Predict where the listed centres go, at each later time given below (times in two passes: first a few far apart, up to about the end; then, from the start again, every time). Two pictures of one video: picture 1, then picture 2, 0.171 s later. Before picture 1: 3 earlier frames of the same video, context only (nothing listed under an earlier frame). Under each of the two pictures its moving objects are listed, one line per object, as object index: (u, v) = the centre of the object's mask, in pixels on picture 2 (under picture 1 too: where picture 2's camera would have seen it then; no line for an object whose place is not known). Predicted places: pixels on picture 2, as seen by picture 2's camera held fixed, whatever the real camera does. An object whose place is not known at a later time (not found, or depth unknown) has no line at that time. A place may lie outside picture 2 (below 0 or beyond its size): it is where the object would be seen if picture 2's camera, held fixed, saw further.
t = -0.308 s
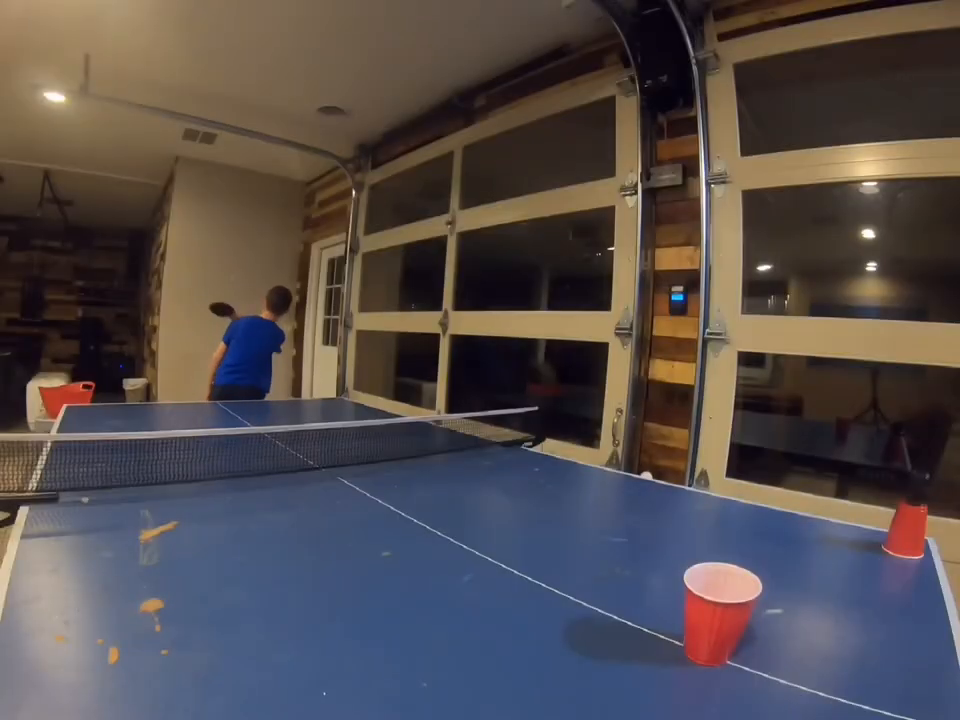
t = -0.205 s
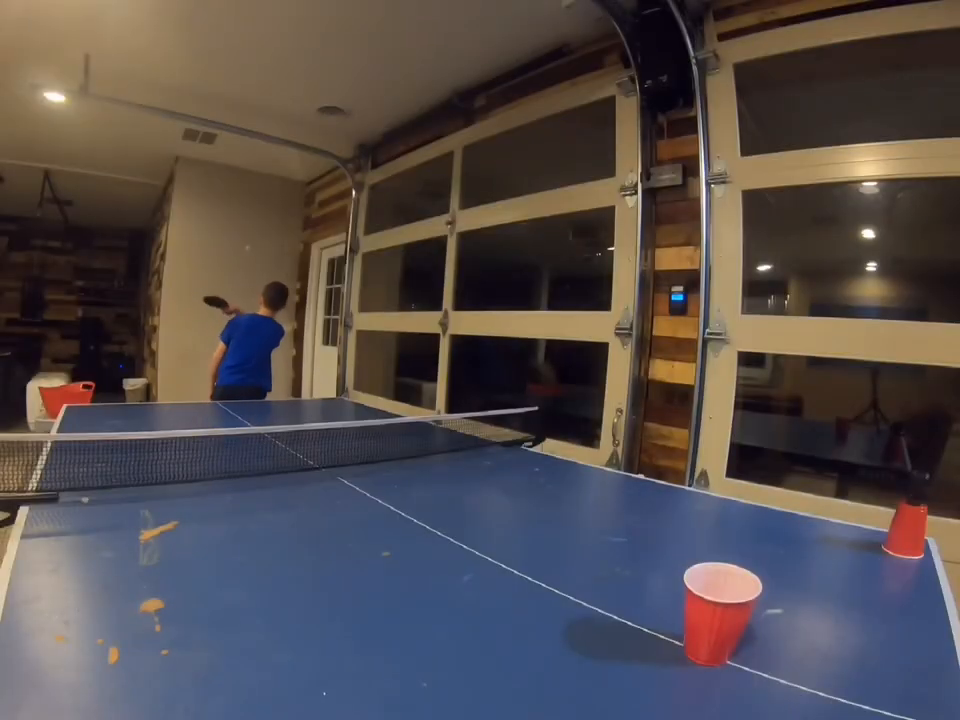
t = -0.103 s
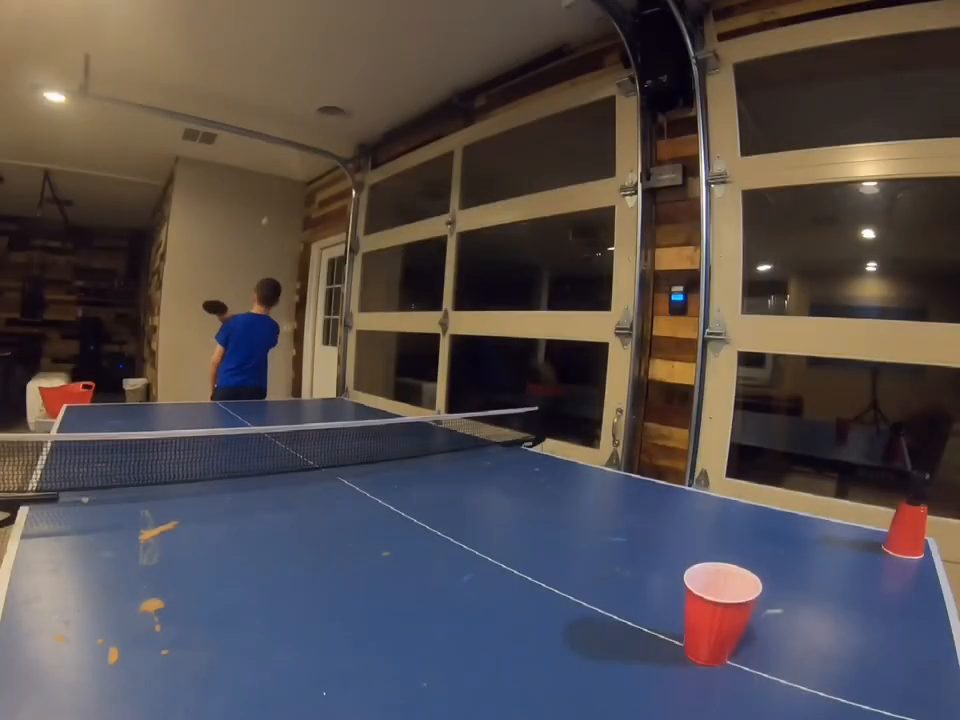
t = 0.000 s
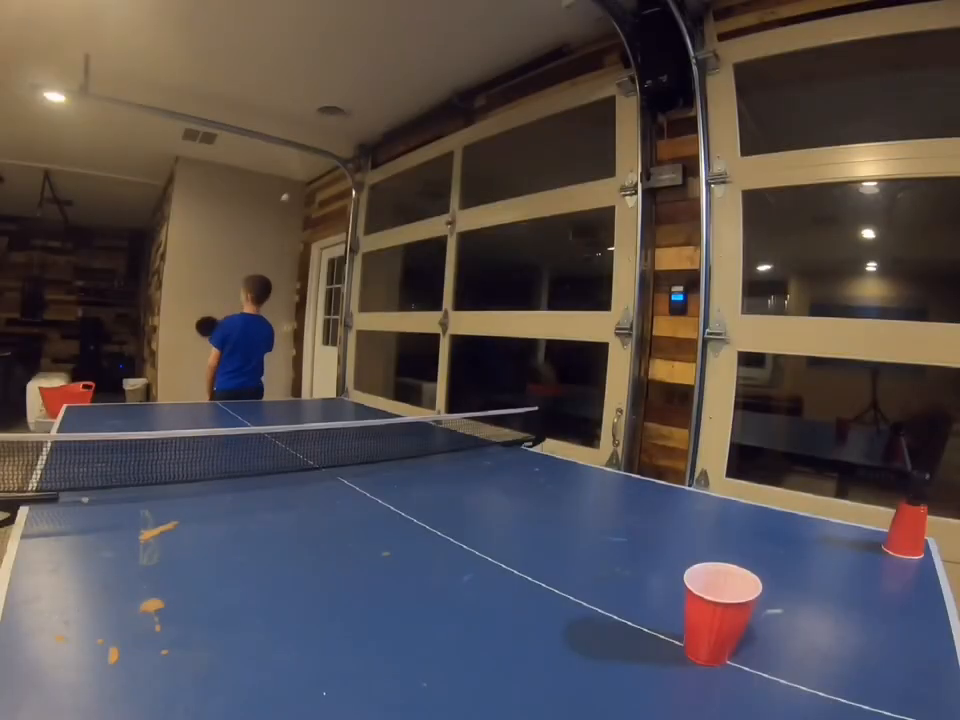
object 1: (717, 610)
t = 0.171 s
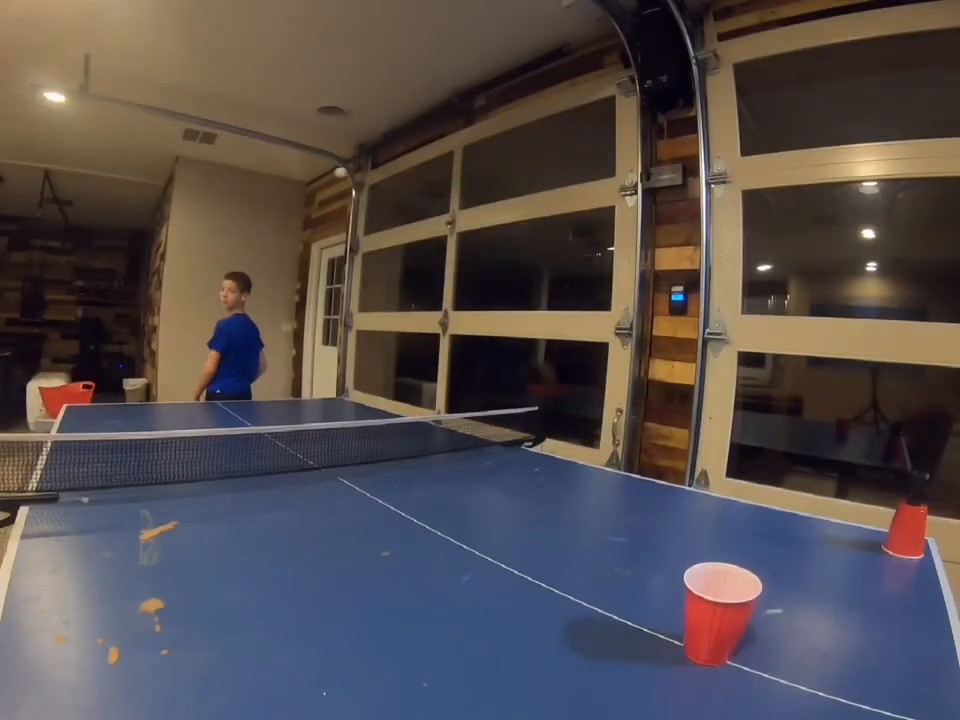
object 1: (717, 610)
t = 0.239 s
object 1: (717, 610)
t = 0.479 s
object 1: (717, 610)
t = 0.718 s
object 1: (693, 604)
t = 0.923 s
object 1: (718, 613)
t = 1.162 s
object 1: (719, 613)
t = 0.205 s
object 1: (717, 610)
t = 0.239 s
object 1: (717, 610)
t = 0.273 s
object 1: (717, 610)
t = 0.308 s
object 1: (717, 610)
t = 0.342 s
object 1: (717, 610)
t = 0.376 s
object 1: (717, 610)
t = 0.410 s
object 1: (717, 610)
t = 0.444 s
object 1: (717, 610)
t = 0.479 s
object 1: (717, 610)
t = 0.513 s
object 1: (717, 610)
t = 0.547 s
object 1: (723, 610)
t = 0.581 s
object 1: (724, 608)
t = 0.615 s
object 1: (710, 602)
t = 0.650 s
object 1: (697, 601)
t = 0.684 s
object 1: (691, 603)
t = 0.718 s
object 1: (693, 604)
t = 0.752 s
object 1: (695, 605)
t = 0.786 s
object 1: (698, 607)
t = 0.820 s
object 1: (702, 609)
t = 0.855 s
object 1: (708, 611)
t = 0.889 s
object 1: (714, 612)
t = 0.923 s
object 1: (718, 613)
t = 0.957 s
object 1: (721, 614)
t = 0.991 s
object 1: (722, 614)
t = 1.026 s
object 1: (722, 614)
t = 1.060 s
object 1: (722, 614)
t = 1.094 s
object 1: (722, 614)
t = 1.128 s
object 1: (721, 613)
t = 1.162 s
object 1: (719, 613)
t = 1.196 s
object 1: (716, 612)
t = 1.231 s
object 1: (712, 612)
